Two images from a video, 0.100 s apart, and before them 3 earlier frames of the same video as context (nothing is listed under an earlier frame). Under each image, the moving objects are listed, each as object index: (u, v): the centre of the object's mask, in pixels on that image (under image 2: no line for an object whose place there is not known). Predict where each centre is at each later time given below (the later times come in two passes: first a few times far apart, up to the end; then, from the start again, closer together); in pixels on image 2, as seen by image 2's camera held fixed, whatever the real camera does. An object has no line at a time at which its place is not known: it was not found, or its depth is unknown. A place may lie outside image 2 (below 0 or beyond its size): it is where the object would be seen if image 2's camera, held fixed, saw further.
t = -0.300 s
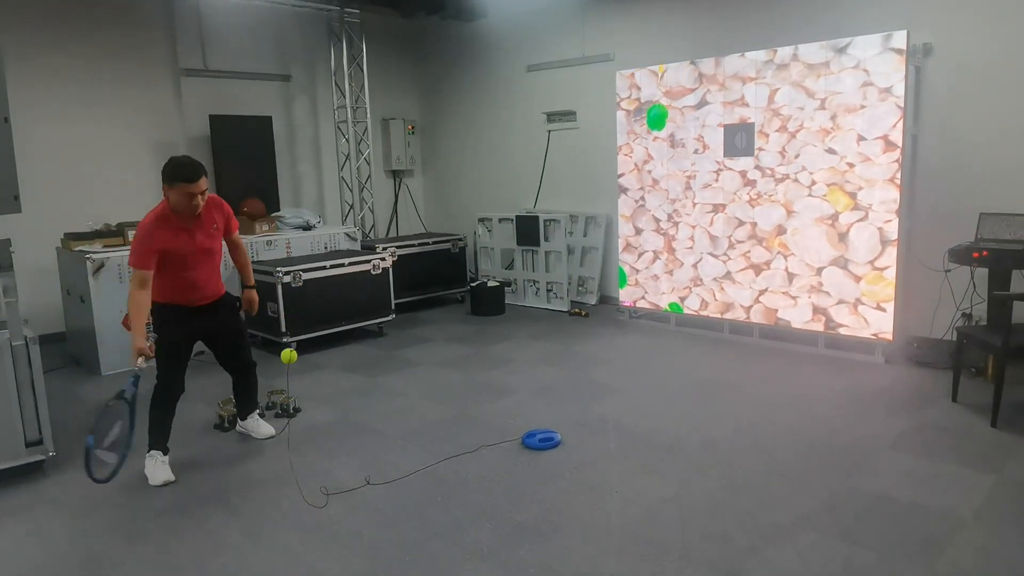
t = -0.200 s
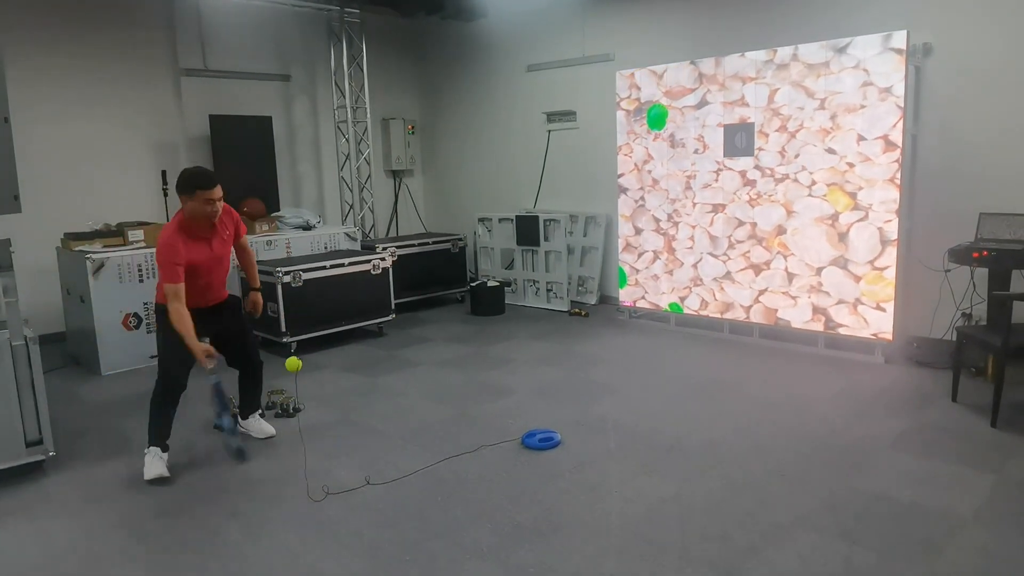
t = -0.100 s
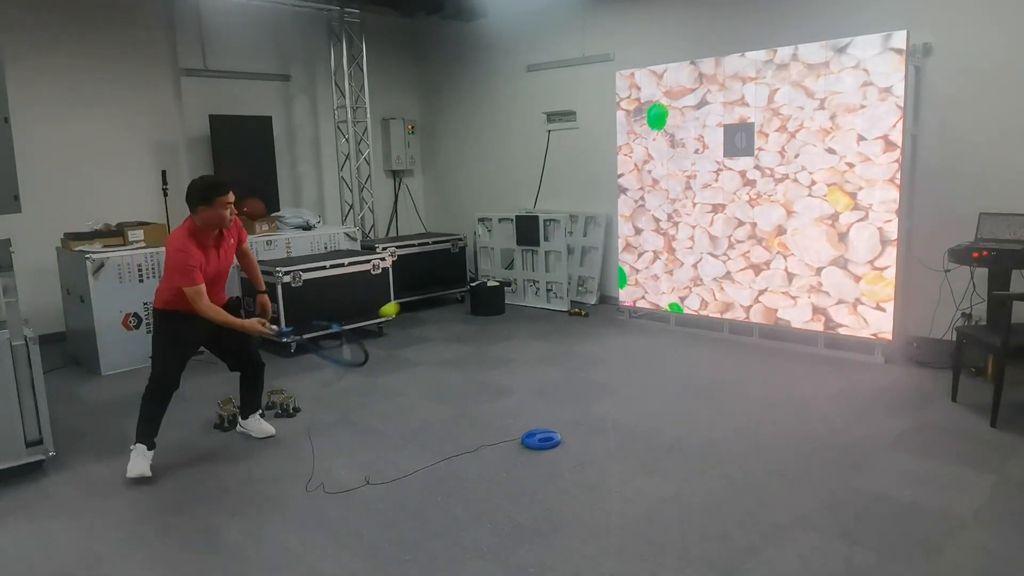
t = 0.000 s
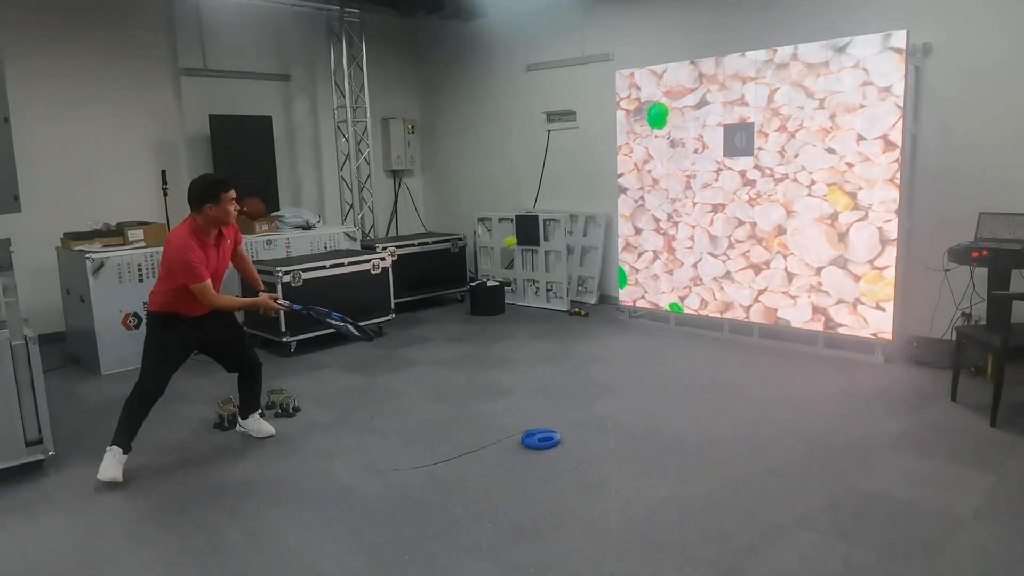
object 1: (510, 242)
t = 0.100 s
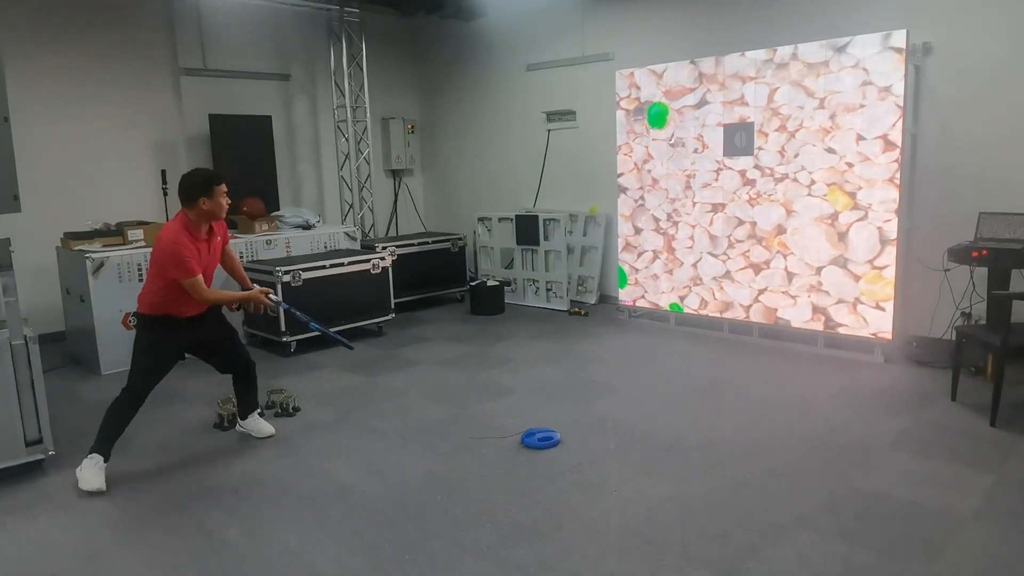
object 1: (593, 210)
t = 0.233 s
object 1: (673, 200)
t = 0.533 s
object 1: (520, 294)
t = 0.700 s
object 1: (414, 400)
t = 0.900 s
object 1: (317, 337)
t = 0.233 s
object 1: (673, 200)
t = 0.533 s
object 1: (520, 294)
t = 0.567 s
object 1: (500, 317)
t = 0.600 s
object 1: (478, 342)
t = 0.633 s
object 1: (455, 370)
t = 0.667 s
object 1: (432, 402)
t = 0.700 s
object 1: (414, 400)
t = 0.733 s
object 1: (399, 386)
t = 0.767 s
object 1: (383, 373)
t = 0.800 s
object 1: (367, 361)
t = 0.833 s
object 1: (351, 351)
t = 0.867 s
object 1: (334, 343)
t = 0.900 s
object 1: (317, 337)
